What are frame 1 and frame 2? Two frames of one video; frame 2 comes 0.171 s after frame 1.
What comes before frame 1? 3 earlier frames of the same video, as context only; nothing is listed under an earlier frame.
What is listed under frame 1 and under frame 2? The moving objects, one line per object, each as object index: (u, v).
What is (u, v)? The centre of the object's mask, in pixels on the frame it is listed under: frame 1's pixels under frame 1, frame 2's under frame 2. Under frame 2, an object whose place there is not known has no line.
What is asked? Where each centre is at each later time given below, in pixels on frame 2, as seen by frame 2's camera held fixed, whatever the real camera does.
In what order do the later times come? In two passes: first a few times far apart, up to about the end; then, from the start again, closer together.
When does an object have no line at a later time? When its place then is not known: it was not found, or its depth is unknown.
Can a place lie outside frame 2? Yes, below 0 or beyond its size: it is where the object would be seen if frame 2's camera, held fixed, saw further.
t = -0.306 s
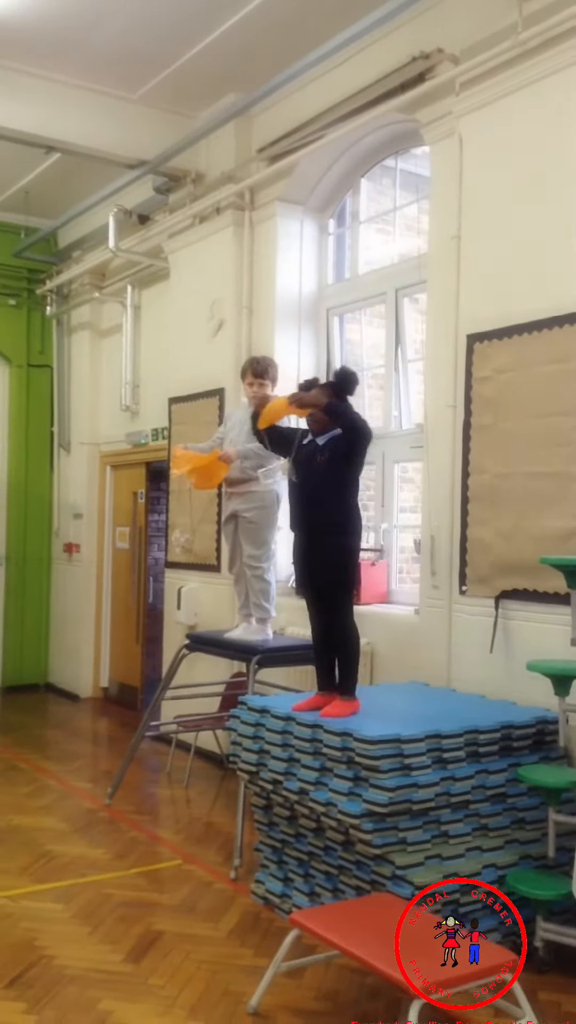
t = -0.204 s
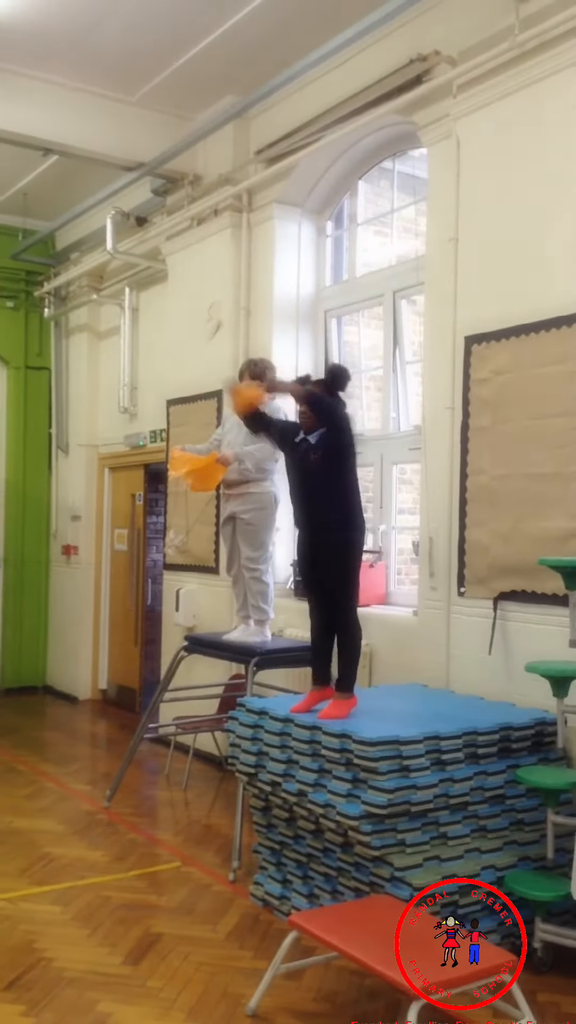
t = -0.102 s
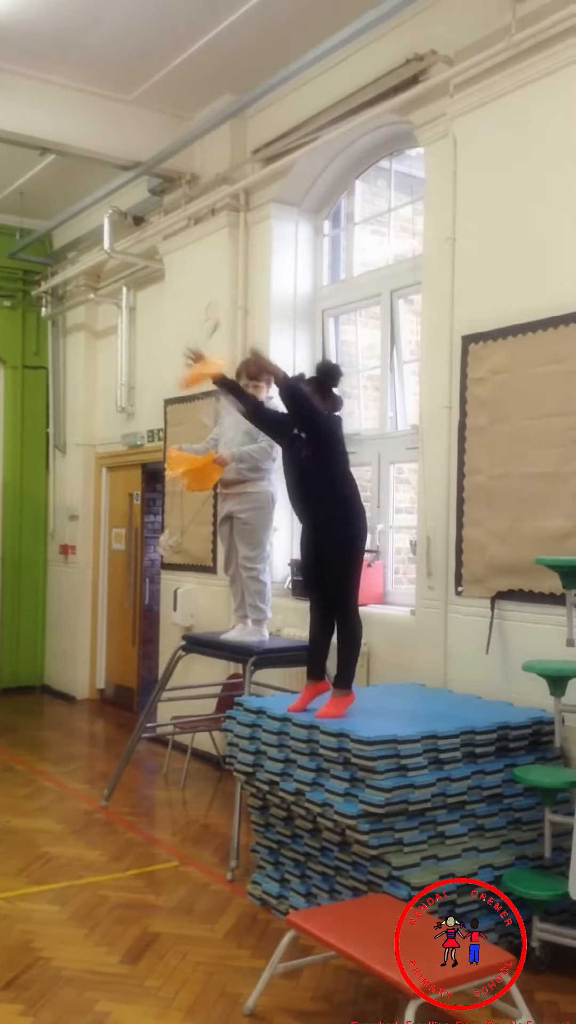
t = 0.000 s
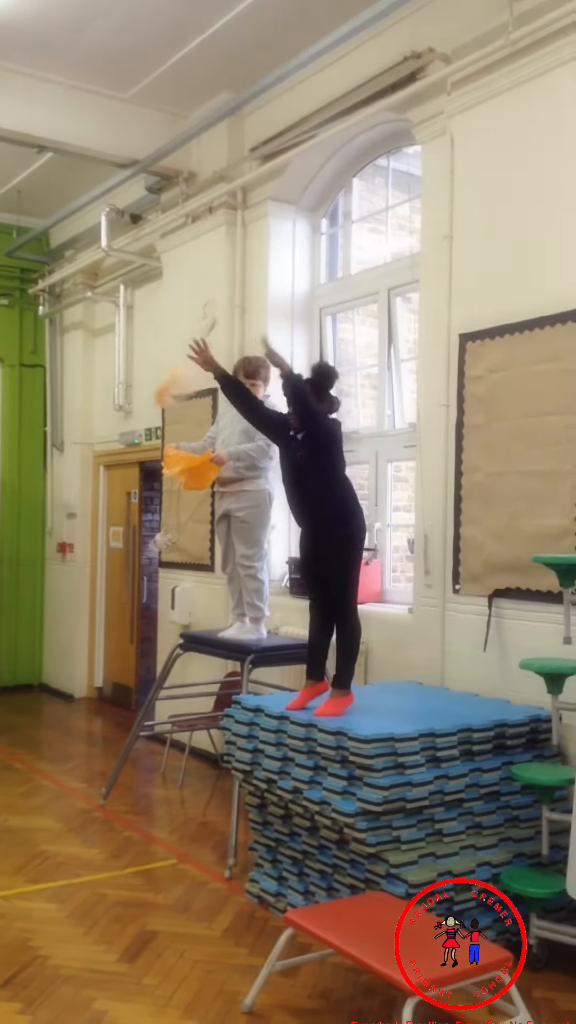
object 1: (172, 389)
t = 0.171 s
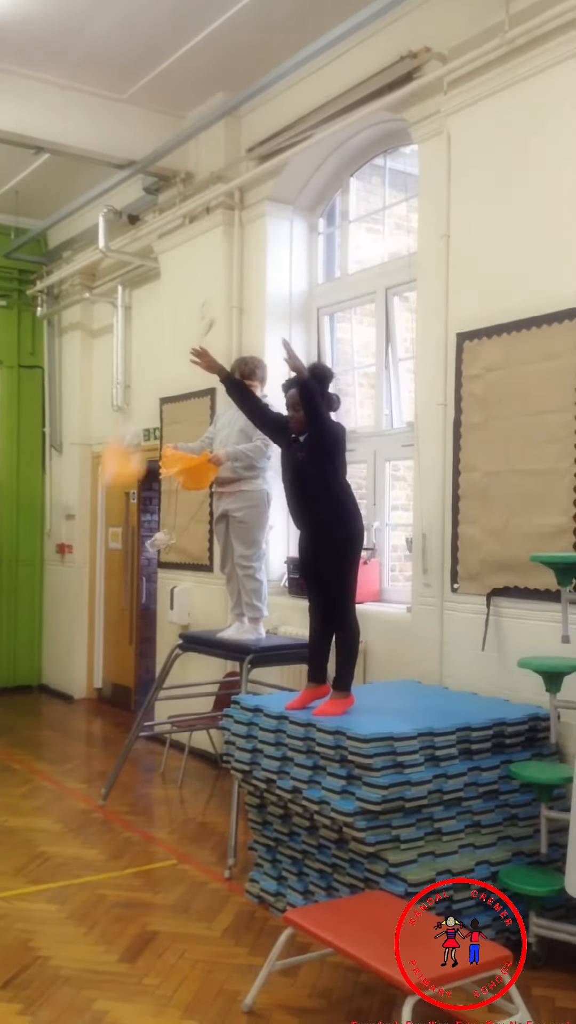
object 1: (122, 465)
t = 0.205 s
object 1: (118, 481)
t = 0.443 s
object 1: (104, 620)
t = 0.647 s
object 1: (92, 760)
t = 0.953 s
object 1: (129, 949)
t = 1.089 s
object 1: (146, 979)
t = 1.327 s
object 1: (146, 991)
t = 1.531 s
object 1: (144, 992)
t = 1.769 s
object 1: (142, 992)
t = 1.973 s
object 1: (143, 992)
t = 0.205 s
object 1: (118, 481)
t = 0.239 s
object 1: (116, 499)
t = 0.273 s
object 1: (115, 519)
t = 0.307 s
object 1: (114, 539)
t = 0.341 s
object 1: (112, 558)
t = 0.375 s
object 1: (109, 579)
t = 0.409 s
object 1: (106, 600)
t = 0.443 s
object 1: (104, 620)
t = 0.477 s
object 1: (103, 645)
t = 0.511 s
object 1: (99, 669)
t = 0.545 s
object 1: (98, 691)
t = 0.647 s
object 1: (92, 760)
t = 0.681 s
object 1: (90, 786)
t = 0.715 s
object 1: (90, 810)
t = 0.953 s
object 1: (129, 949)
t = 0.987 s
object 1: (127, 958)
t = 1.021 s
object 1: (134, 962)
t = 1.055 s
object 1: (141, 970)
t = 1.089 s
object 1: (146, 979)
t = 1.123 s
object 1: (146, 983)
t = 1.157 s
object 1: (146, 985)
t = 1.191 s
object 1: (145, 989)
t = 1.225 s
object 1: (142, 988)
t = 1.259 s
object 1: (140, 989)
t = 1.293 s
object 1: (140, 991)
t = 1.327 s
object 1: (146, 991)
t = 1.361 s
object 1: (144, 992)
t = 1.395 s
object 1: (146, 993)
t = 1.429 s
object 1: (144, 992)
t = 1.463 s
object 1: (144, 992)
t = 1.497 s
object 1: (144, 992)
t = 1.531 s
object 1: (144, 992)
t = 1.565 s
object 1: (143, 992)
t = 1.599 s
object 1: (143, 992)
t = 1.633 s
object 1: (143, 992)
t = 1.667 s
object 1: (142, 992)
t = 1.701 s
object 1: (142, 992)
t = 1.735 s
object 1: (142, 992)
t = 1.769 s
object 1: (142, 992)
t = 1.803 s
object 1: (141, 992)
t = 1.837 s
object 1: (142, 992)
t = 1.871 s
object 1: (143, 992)
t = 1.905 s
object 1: (142, 992)
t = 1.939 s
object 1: (143, 992)
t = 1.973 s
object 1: (143, 992)
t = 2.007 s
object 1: (143, 992)
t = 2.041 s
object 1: (143, 992)
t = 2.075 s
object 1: (143, 992)
